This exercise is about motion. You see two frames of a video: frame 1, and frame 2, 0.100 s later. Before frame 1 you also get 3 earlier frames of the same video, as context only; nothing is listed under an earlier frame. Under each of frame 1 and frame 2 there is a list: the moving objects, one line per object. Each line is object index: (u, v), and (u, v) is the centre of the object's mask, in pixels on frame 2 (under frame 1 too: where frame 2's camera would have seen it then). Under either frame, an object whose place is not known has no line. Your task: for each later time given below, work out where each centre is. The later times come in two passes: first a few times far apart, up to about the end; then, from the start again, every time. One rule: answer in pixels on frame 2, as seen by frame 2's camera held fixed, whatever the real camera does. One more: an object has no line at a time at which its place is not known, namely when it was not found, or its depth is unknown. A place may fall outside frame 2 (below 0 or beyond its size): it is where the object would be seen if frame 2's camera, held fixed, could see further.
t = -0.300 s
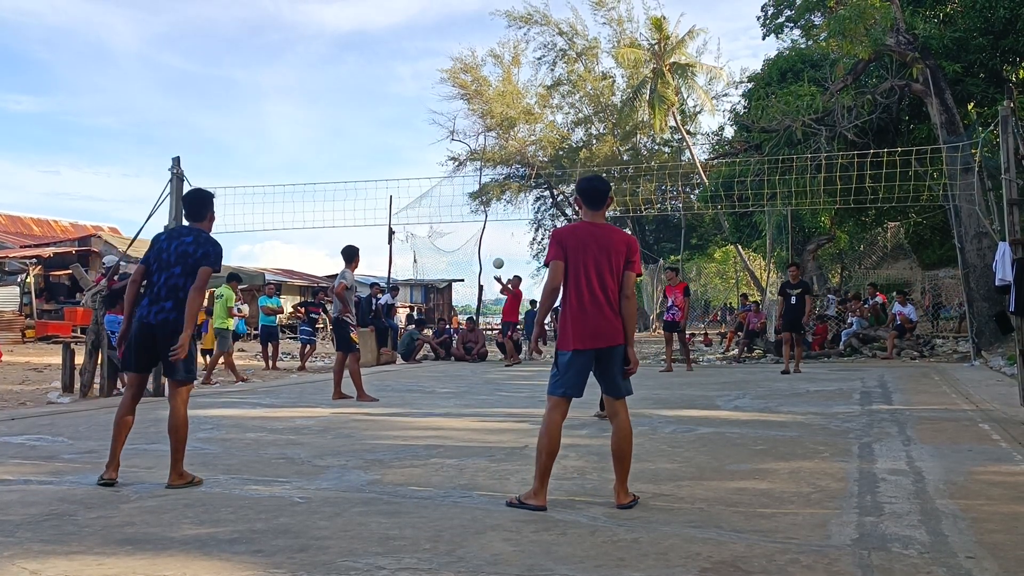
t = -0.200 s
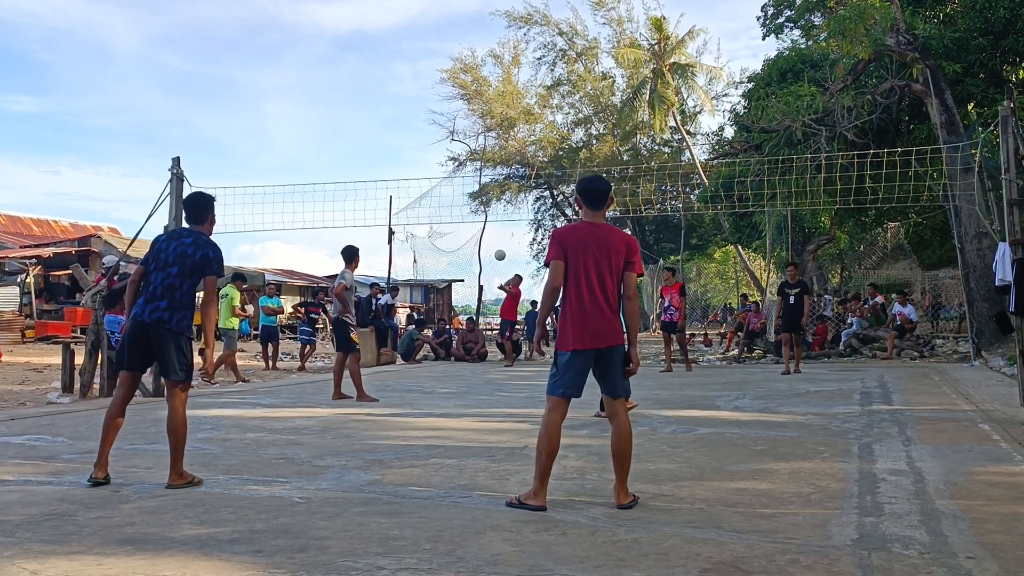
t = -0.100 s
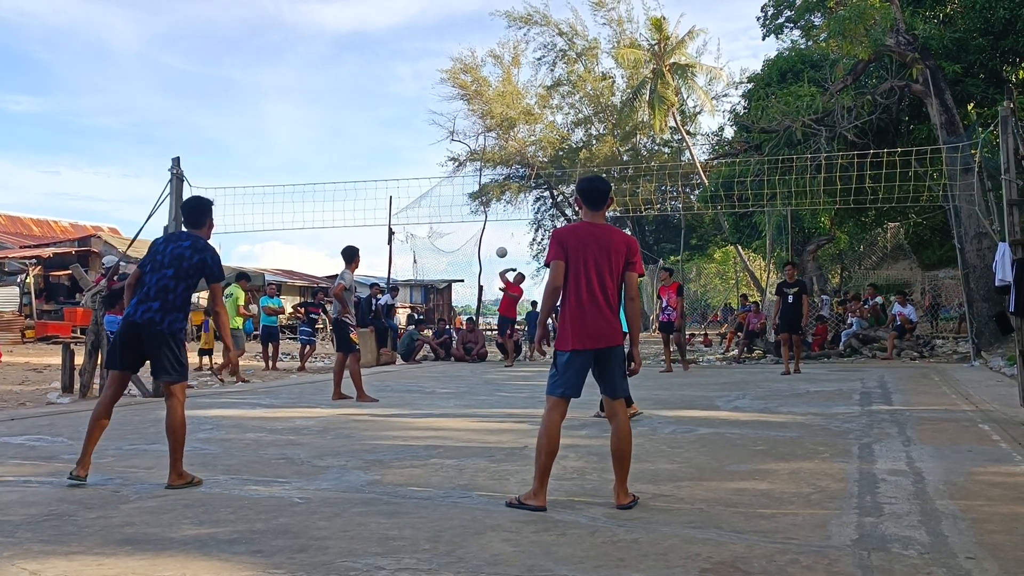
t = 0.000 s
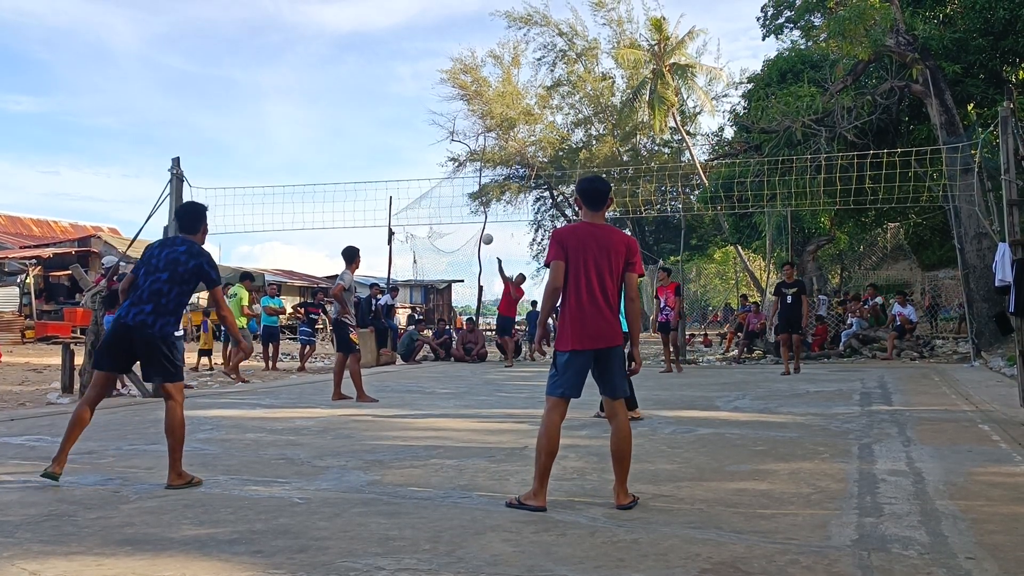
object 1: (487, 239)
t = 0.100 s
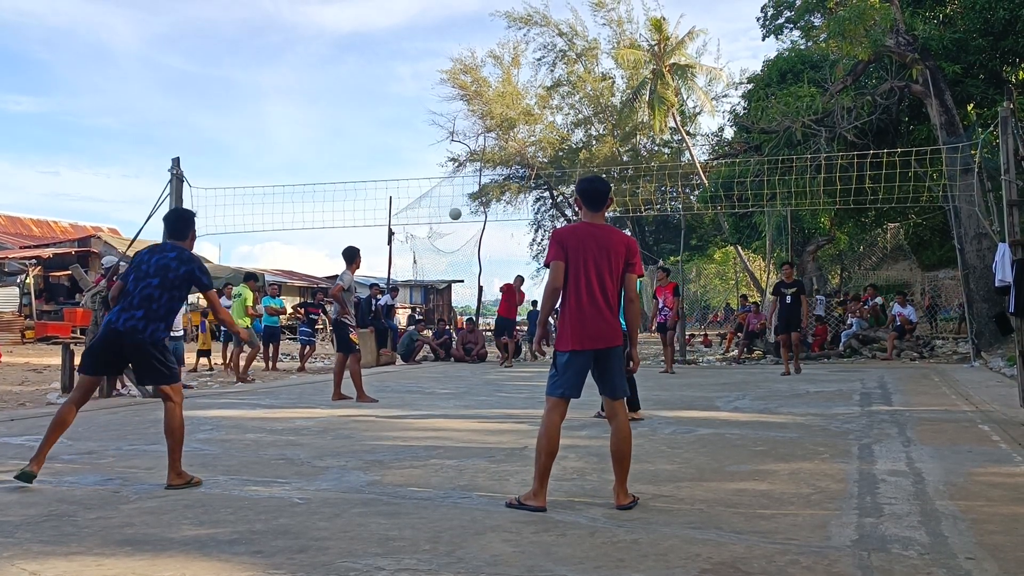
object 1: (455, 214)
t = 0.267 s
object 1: (394, 179)
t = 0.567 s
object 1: (242, 159)
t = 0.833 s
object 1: (22, 229)
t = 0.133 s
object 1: (443, 206)
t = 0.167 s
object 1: (431, 199)
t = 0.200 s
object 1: (419, 192)
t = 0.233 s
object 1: (407, 186)
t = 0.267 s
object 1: (394, 179)
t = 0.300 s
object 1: (381, 174)
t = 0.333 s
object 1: (367, 169)
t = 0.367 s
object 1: (352, 164)
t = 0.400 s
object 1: (336, 161)
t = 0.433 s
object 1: (320, 158)
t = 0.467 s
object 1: (302, 157)
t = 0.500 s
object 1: (283, 157)
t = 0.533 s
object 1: (263, 157)
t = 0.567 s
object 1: (242, 159)
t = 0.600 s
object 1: (219, 163)
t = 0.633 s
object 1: (196, 167)
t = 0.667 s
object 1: (171, 172)
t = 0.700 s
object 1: (145, 180)
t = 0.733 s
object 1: (117, 188)
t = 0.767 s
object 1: (87, 200)
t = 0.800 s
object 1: (56, 213)
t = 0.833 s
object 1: (22, 229)
